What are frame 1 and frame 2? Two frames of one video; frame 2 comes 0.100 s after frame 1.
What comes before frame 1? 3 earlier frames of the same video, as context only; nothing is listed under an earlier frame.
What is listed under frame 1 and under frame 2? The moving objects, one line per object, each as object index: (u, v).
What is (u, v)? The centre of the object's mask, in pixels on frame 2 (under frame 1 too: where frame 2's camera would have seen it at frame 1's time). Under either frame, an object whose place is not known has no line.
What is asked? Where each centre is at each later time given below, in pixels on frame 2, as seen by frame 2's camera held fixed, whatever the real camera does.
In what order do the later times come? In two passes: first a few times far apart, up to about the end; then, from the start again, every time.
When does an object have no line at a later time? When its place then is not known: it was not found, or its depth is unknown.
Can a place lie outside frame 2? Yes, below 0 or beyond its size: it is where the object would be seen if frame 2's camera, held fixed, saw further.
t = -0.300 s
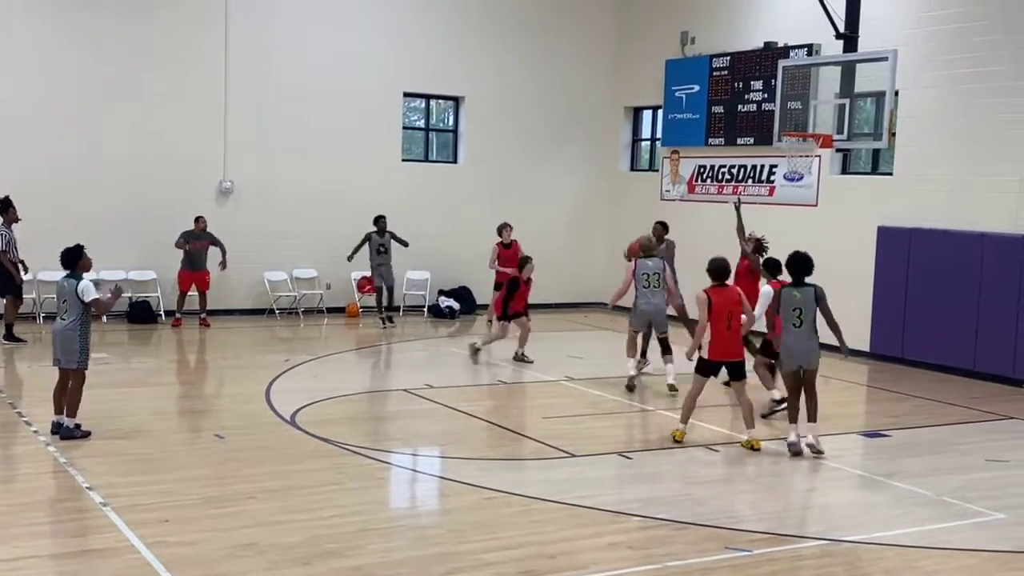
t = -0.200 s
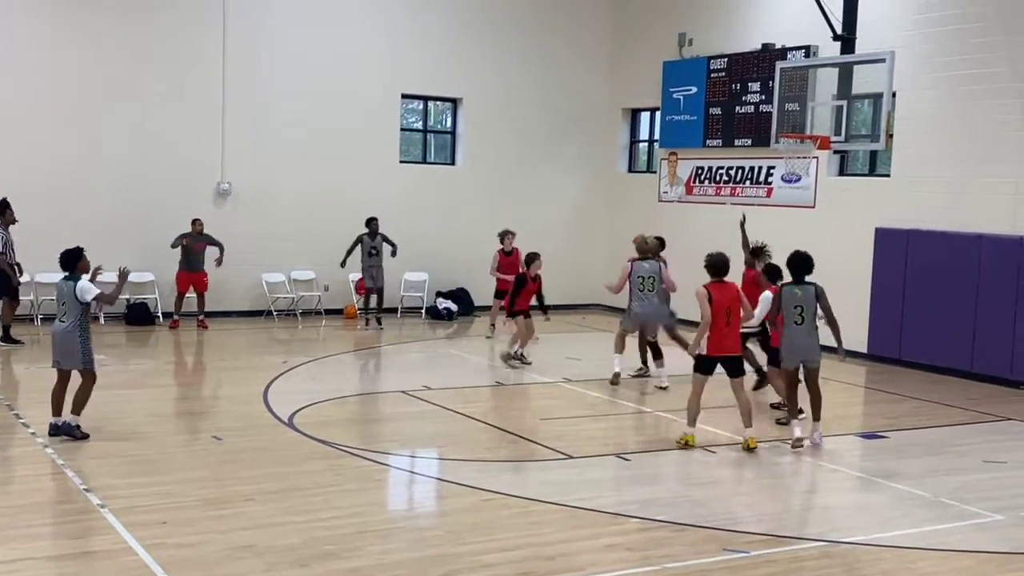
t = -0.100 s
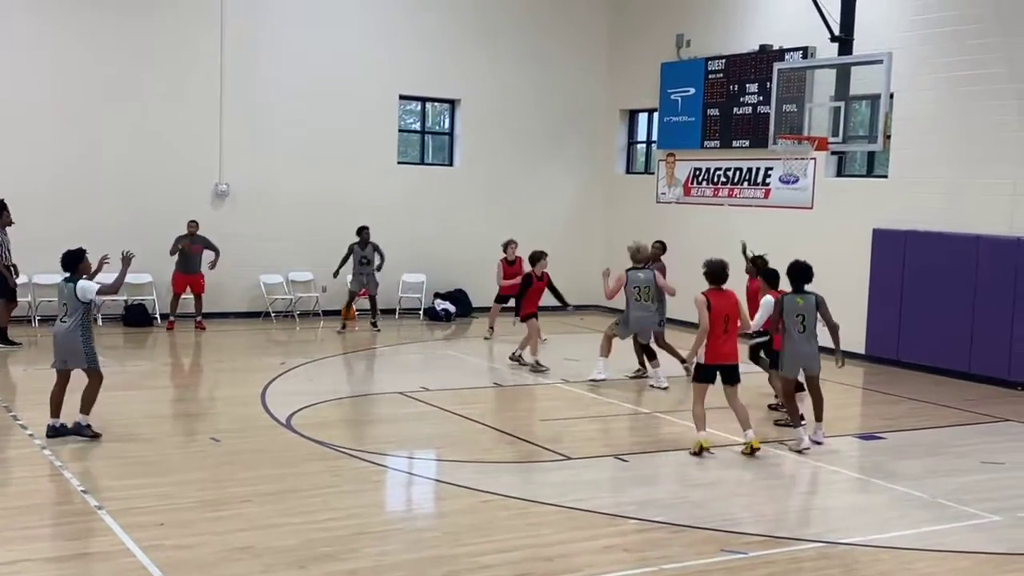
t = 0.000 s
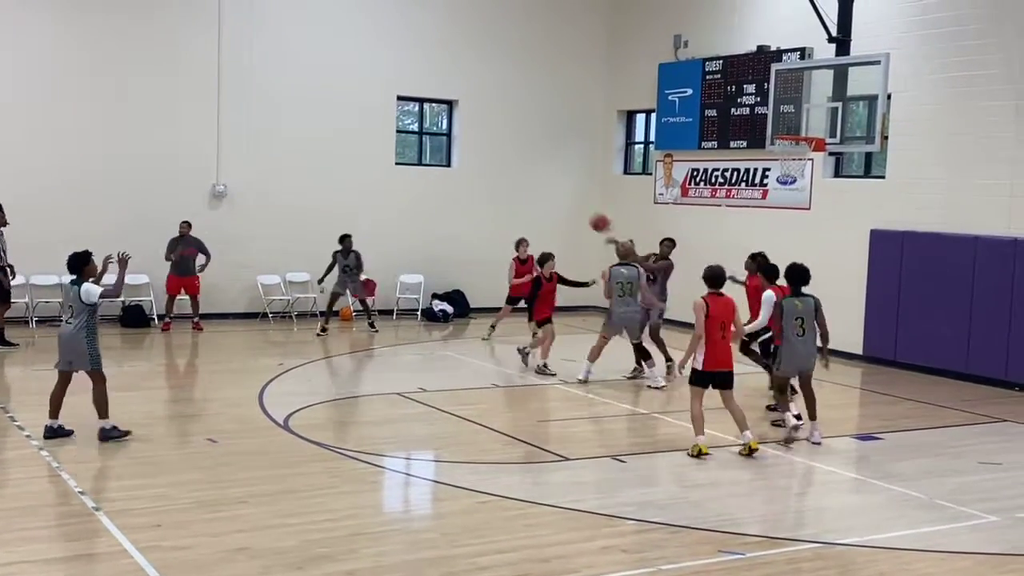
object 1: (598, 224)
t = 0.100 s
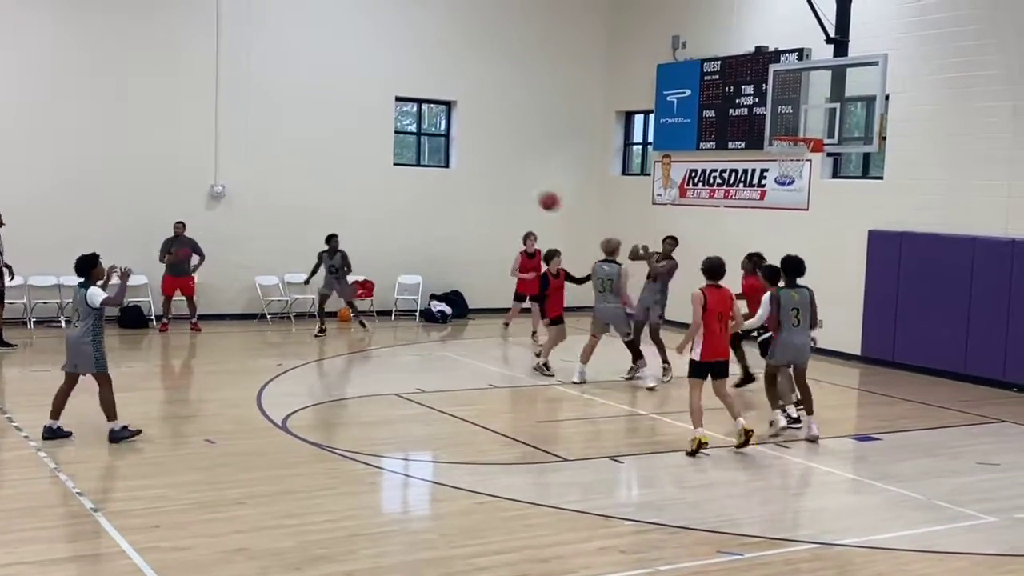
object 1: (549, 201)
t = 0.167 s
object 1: (513, 189)
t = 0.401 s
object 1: (374, 174)
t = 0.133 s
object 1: (531, 194)
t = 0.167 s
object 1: (513, 189)
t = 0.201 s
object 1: (495, 184)
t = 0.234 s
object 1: (476, 180)
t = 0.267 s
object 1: (457, 177)
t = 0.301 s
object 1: (437, 176)
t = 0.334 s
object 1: (417, 175)
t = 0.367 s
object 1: (395, 174)
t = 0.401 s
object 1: (374, 174)
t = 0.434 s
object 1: (352, 175)
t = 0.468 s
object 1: (329, 178)
